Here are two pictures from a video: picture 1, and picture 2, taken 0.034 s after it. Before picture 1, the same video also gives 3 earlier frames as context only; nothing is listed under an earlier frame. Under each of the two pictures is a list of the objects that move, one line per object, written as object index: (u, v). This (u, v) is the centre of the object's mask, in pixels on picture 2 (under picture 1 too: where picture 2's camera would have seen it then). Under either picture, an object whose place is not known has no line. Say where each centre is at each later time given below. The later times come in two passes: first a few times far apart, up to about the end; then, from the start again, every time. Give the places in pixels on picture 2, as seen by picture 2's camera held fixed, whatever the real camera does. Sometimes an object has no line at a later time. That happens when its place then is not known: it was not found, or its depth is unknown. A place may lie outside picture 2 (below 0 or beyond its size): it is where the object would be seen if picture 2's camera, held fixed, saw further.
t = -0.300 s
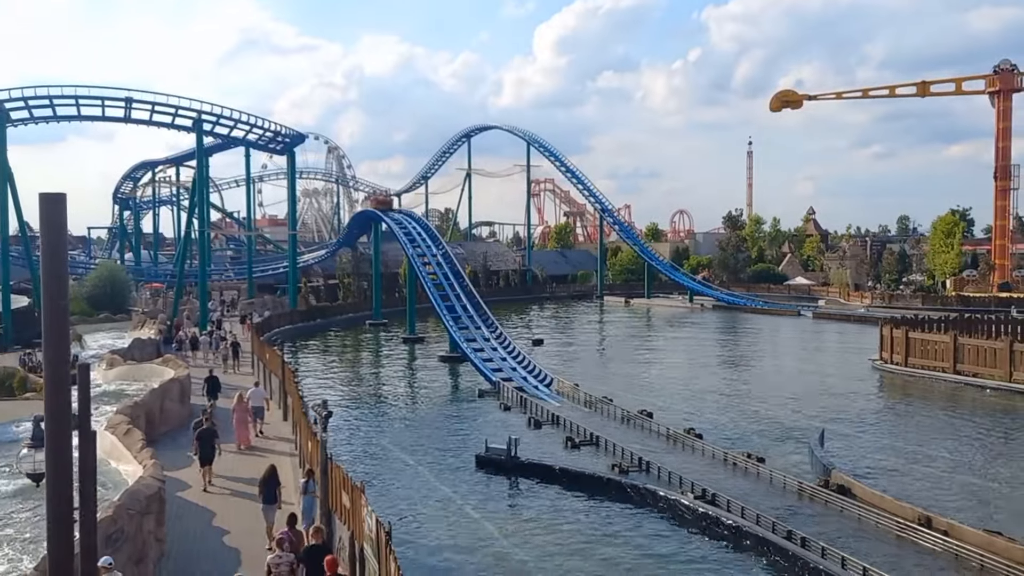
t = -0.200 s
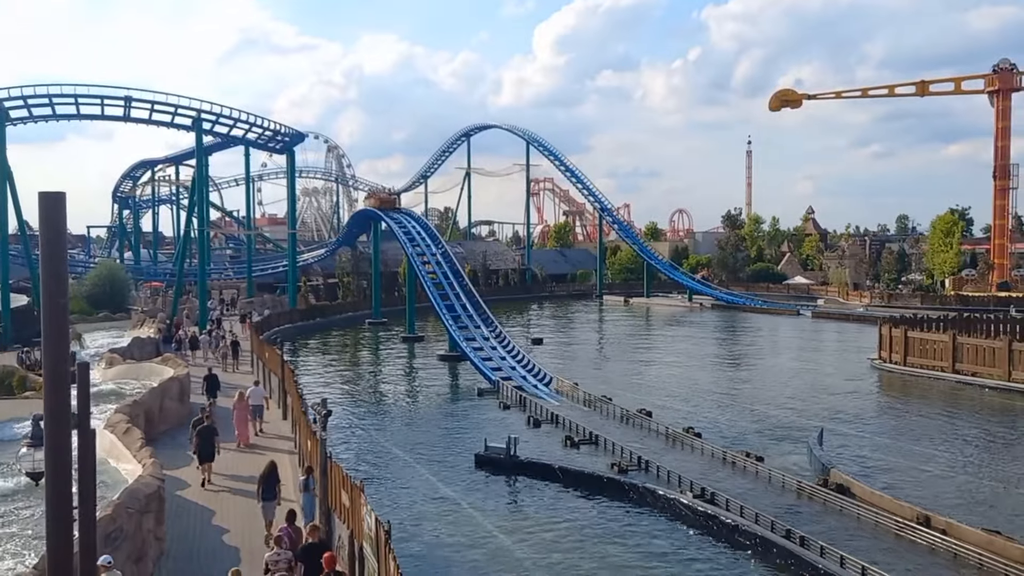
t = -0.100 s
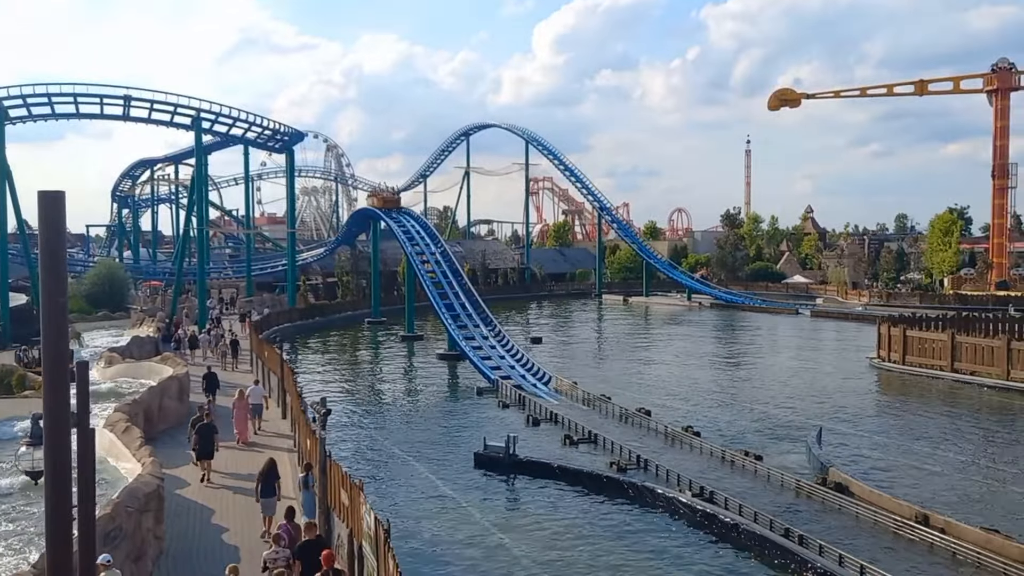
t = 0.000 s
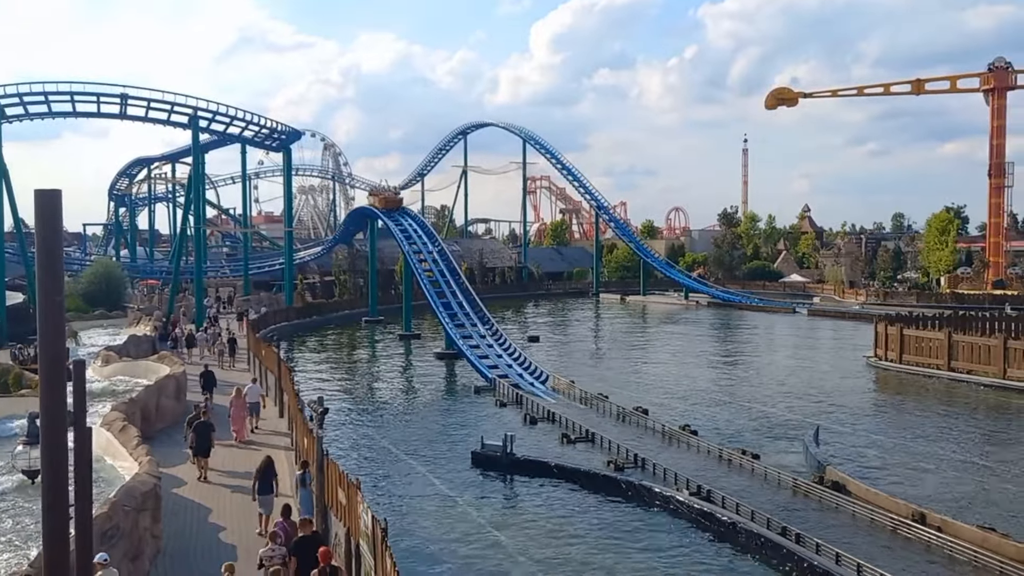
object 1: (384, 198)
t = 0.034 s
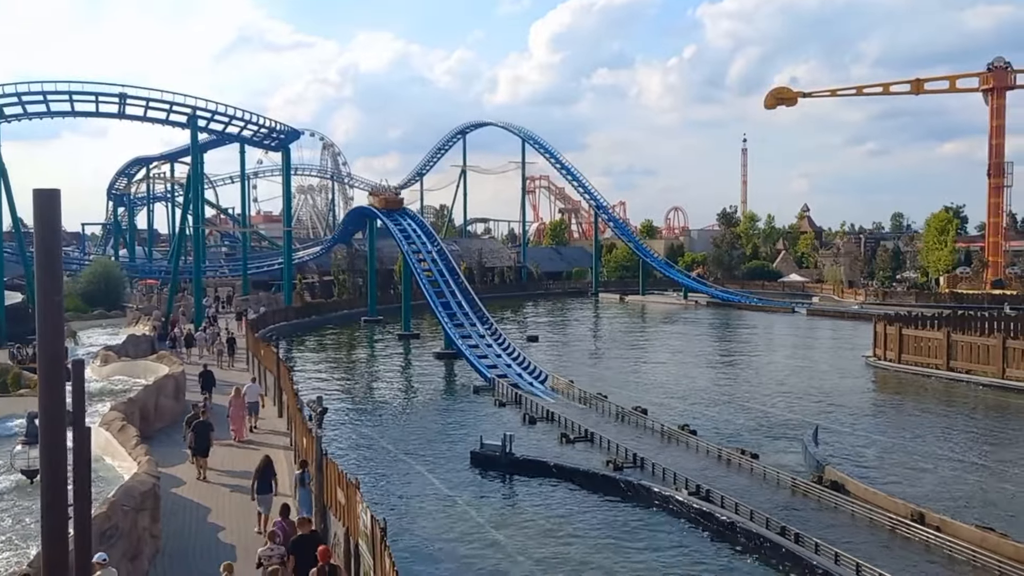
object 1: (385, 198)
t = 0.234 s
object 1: (394, 202)
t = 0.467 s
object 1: (406, 214)
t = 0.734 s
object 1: (423, 237)
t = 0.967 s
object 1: (440, 266)
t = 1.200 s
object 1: (461, 299)
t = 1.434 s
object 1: (487, 331)
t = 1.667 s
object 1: (521, 359)
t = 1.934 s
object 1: (572, 393)
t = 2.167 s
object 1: (638, 416)
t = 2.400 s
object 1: (714, 433)
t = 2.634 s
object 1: (794, 468)
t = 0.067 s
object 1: (386, 198)
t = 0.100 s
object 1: (389, 199)
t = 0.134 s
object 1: (390, 200)
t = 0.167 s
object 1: (392, 201)
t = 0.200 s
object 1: (393, 202)
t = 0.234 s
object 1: (394, 202)
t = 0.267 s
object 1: (396, 203)
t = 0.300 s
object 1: (398, 204)
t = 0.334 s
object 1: (399, 206)
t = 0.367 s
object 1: (401, 208)
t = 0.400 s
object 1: (403, 209)
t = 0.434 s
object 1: (405, 212)
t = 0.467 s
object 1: (406, 214)
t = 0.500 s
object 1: (408, 216)
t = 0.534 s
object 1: (411, 219)
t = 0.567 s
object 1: (412, 221)
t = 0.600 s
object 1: (416, 223)
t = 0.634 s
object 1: (418, 225)
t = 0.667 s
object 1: (421, 228)
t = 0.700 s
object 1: (421, 233)
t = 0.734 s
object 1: (423, 237)
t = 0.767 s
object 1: (425, 240)
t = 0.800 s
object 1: (428, 244)
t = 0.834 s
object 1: (430, 248)
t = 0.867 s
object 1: (432, 253)
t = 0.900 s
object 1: (435, 257)
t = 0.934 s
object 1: (438, 261)
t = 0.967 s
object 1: (440, 266)
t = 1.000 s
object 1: (443, 270)
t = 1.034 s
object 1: (445, 275)
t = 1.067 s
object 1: (448, 280)
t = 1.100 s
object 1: (451, 284)
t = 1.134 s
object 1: (454, 290)
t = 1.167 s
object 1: (458, 294)
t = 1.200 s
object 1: (461, 299)
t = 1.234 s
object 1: (465, 304)
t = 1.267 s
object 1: (468, 308)
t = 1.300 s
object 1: (472, 313)
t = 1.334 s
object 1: (475, 317)
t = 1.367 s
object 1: (479, 322)
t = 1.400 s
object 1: (483, 326)
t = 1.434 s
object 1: (487, 331)
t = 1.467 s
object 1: (491, 335)
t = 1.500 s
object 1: (496, 339)
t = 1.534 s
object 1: (501, 344)
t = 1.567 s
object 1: (506, 348)
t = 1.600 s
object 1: (511, 351)
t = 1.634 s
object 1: (516, 356)
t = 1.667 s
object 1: (521, 359)
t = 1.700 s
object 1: (527, 363)
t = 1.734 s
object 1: (528, 374)
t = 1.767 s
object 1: (538, 371)
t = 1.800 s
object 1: (543, 382)
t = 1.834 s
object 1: (549, 383)
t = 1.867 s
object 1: (556, 387)
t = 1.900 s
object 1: (562, 388)
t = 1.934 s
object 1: (572, 393)
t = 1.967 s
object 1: (583, 396)
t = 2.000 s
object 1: (593, 398)
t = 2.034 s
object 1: (602, 403)
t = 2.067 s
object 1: (608, 403)
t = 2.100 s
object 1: (614, 406)
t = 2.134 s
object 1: (627, 411)
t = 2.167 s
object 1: (638, 416)
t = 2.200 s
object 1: (647, 418)
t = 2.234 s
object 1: (654, 422)
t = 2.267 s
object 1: (661, 424)
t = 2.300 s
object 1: (674, 429)
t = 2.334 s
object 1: (692, 430)
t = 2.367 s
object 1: (703, 433)
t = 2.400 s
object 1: (714, 433)
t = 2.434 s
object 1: (724, 438)
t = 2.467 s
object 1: (736, 443)
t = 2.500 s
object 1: (749, 450)
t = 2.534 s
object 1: (759, 453)
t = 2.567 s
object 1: (770, 457)
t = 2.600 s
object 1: (782, 463)
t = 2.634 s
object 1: (794, 468)
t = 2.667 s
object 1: (807, 476)
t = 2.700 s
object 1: (821, 480)
